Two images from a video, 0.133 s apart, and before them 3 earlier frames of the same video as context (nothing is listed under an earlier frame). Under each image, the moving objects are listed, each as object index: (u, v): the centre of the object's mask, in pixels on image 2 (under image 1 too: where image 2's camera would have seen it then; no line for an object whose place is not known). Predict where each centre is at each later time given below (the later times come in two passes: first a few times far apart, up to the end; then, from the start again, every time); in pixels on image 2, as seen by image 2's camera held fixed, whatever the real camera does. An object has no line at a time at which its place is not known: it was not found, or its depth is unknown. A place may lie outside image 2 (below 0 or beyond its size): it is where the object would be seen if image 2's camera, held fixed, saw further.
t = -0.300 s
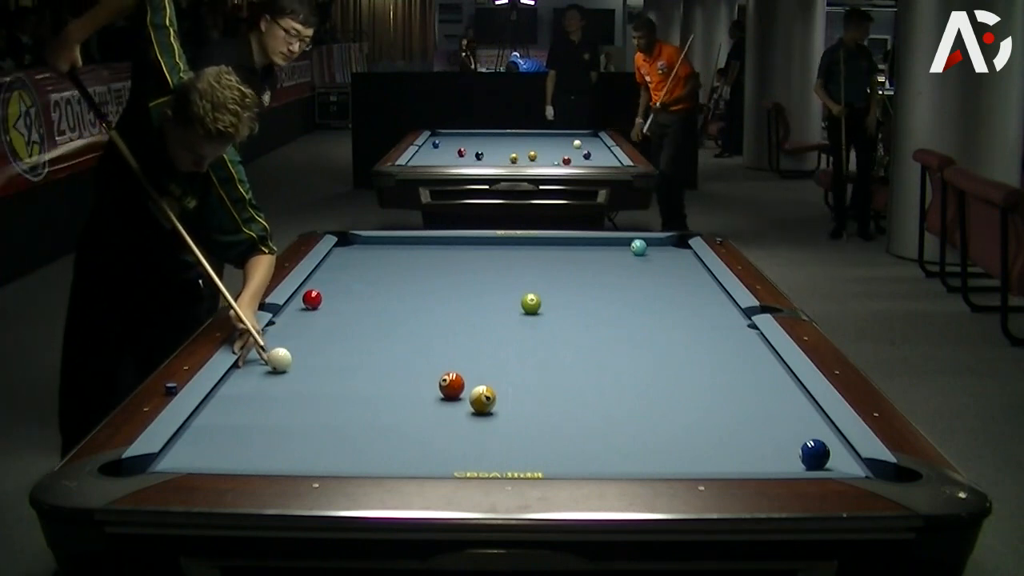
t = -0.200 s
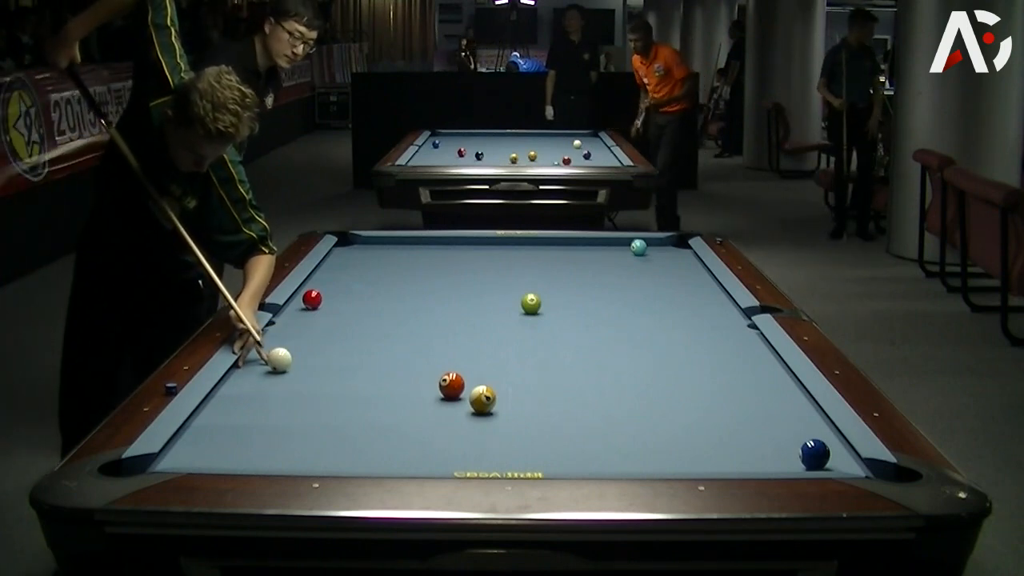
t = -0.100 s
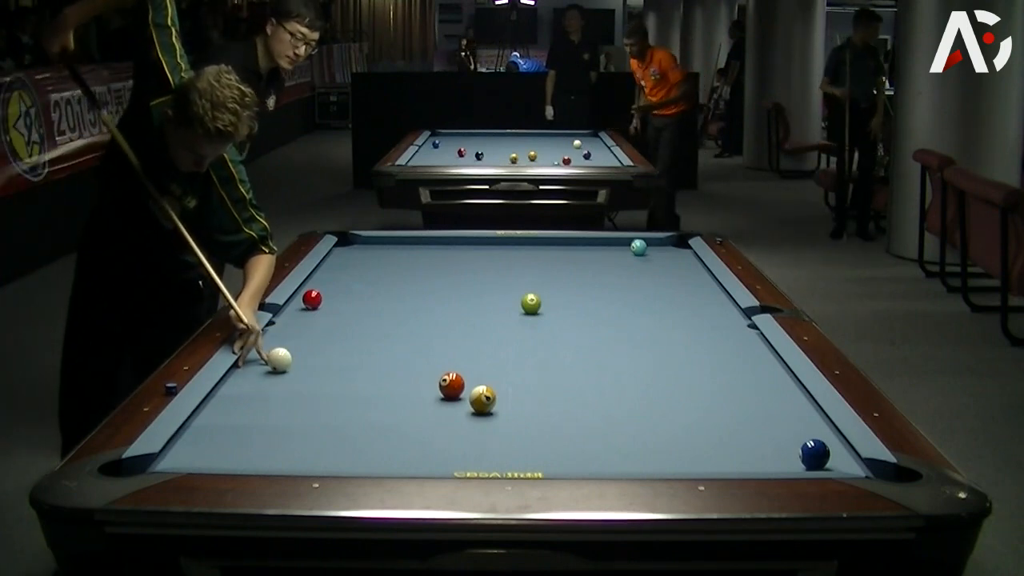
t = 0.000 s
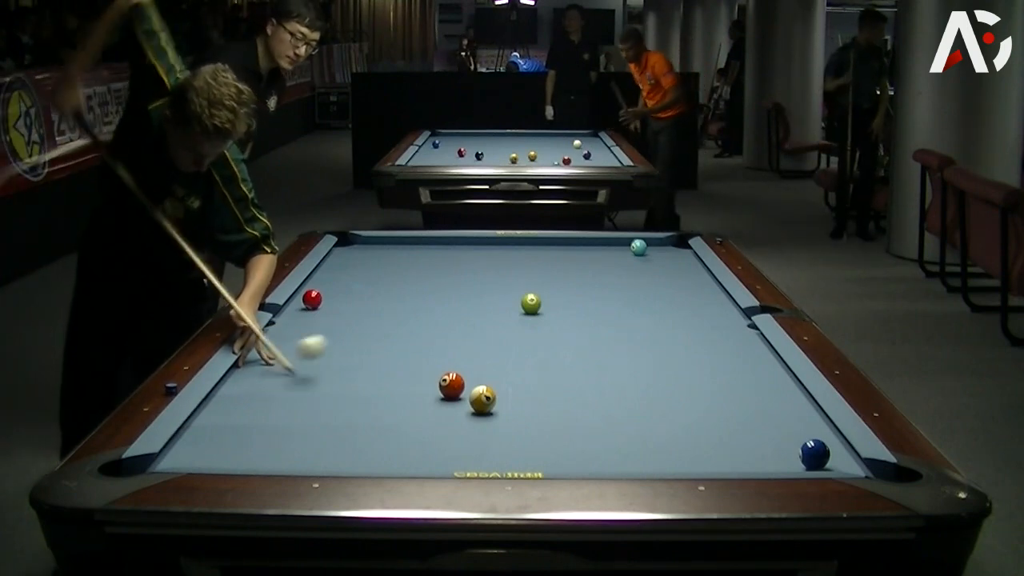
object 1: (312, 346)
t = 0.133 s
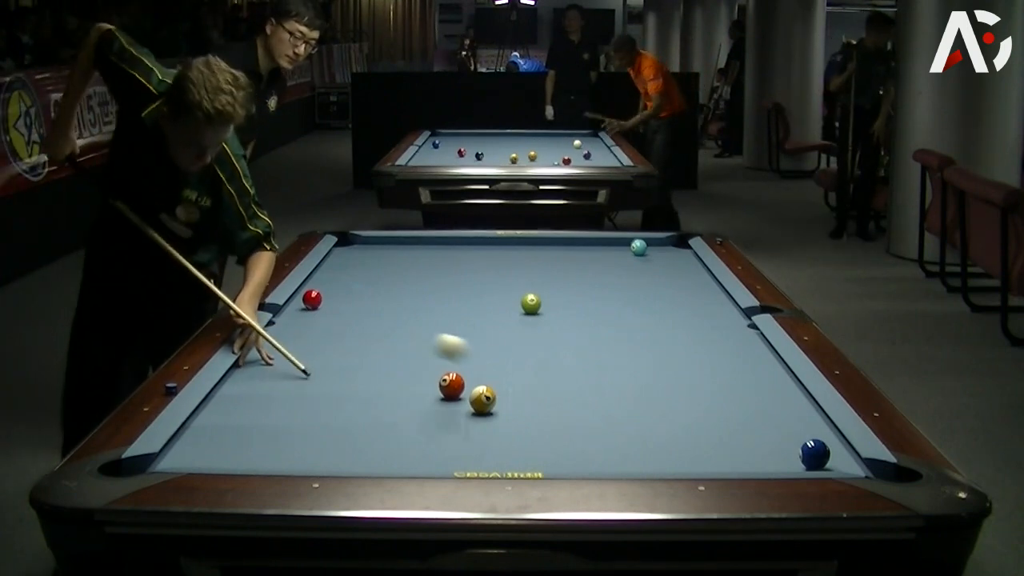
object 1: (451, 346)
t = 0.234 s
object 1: (572, 403)
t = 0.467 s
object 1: (890, 471)
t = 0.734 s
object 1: (805, 460)
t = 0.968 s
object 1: (749, 458)
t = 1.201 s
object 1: (696, 452)
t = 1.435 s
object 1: (648, 445)
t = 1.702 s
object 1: (597, 438)
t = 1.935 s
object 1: (555, 431)
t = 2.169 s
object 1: (517, 425)
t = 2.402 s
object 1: (482, 420)
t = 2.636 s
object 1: (450, 416)
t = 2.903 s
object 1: (416, 411)
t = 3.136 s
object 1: (389, 407)
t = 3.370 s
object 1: (364, 403)
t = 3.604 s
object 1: (343, 400)
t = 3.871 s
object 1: (319, 397)
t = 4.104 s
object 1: (302, 395)
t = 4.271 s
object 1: (289, 393)
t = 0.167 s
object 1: (489, 359)
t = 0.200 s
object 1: (530, 377)
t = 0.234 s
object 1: (572, 403)
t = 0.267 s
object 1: (617, 422)
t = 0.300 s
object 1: (659, 420)
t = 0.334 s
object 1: (701, 423)
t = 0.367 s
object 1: (747, 433)
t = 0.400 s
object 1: (790, 447)
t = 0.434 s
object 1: (841, 464)
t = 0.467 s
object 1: (890, 471)
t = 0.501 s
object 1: (892, 471)
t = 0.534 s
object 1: (871, 469)
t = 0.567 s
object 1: (853, 463)
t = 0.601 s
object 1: (844, 457)
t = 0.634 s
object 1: (834, 455)
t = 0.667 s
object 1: (823, 457)
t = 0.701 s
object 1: (814, 461)
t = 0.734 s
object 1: (805, 460)
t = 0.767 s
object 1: (797, 460)
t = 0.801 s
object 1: (789, 461)
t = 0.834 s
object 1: (782, 460)
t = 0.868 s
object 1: (773, 460)
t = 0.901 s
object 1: (765, 459)
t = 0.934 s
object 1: (757, 458)
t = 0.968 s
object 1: (749, 458)
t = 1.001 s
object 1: (741, 457)
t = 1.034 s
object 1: (733, 456)
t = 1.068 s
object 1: (726, 456)
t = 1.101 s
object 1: (719, 455)
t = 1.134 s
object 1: (711, 454)
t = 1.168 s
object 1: (704, 453)
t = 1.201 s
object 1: (696, 452)
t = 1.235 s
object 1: (689, 451)
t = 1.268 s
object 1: (682, 450)
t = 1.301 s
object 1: (675, 449)
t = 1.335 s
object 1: (668, 448)
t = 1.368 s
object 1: (661, 447)
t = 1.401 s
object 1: (655, 446)
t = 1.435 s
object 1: (648, 445)
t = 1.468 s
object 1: (641, 444)
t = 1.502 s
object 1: (635, 443)
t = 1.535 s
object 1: (628, 442)
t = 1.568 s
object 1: (622, 441)
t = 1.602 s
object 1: (616, 440)
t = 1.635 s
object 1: (609, 439)
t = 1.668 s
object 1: (603, 438)
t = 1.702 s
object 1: (597, 438)
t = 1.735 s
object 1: (590, 436)
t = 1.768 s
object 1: (585, 436)
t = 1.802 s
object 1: (579, 435)
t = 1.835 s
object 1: (573, 434)
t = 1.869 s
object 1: (567, 433)
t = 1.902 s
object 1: (561, 432)
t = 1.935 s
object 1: (555, 431)
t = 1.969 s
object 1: (550, 430)
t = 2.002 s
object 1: (544, 430)
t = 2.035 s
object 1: (539, 429)
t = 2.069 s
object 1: (533, 428)
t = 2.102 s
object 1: (528, 427)
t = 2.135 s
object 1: (522, 426)
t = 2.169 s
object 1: (517, 425)
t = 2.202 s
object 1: (512, 425)
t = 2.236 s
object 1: (507, 424)
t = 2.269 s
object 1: (502, 423)
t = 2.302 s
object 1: (497, 423)
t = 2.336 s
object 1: (492, 421)
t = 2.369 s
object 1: (487, 421)
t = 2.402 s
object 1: (482, 420)
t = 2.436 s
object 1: (477, 419)
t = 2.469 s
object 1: (473, 419)
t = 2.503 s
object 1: (469, 418)
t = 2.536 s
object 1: (463, 418)
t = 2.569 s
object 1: (459, 417)
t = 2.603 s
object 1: (455, 416)
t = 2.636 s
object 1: (450, 416)
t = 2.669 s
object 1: (446, 415)
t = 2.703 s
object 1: (441, 415)
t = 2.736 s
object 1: (436, 414)
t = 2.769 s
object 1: (433, 413)
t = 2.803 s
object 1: (429, 413)
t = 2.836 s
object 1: (424, 412)
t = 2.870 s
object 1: (420, 411)
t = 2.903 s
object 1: (416, 411)
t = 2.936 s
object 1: (412, 411)
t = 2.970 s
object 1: (408, 410)
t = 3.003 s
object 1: (404, 409)
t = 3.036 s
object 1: (400, 409)
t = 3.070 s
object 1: (397, 408)
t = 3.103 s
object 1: (393, 408)
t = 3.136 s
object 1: (389, 407)
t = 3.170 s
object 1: (386, 407)
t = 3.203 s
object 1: (382, 406)
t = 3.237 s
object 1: (379, 406)
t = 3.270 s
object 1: (375, 405)
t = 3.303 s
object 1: (372, 404)
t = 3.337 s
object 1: (368, 404)
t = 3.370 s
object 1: (364, 403)
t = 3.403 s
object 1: (361, 403)
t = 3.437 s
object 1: (358, 403)
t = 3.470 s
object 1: (355, 402)
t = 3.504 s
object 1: (352, 401)
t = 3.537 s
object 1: (348, 401)
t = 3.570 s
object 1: (345, 401)
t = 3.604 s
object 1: (343, 400)
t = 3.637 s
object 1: (339, 400)
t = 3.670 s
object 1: (336, 399)
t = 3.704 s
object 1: (334, 399)
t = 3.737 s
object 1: (331, 398)
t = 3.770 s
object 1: (328, 398)
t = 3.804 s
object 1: (325, 398)
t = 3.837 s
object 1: (322, 397)
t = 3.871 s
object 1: (319, 397)
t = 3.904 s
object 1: (317, 397)
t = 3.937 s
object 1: (314, 396)
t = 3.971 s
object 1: (311, 396)
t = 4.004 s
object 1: (309, 396)
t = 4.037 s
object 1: (306, 395)
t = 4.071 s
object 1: (304, 395)
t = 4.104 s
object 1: (302, 395)
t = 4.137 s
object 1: (299, 394)
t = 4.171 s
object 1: (297, 394)
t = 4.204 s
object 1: (294, 394)
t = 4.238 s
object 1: (292, 393)
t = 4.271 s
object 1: (289, 393)
